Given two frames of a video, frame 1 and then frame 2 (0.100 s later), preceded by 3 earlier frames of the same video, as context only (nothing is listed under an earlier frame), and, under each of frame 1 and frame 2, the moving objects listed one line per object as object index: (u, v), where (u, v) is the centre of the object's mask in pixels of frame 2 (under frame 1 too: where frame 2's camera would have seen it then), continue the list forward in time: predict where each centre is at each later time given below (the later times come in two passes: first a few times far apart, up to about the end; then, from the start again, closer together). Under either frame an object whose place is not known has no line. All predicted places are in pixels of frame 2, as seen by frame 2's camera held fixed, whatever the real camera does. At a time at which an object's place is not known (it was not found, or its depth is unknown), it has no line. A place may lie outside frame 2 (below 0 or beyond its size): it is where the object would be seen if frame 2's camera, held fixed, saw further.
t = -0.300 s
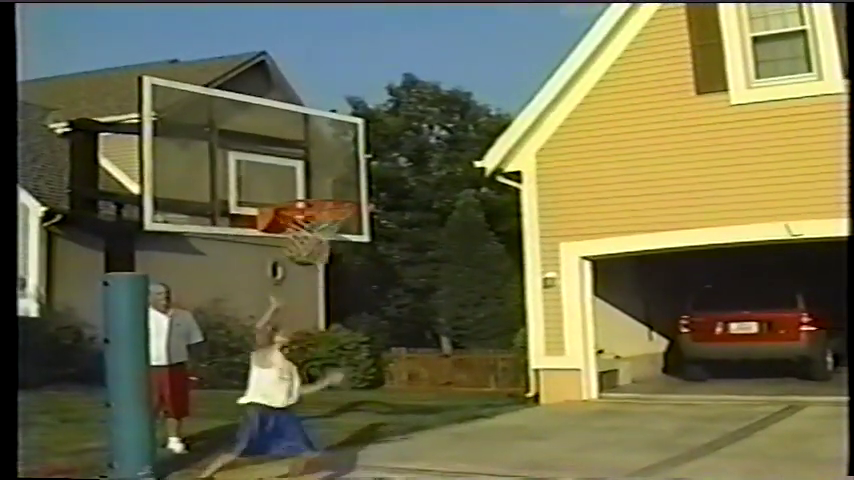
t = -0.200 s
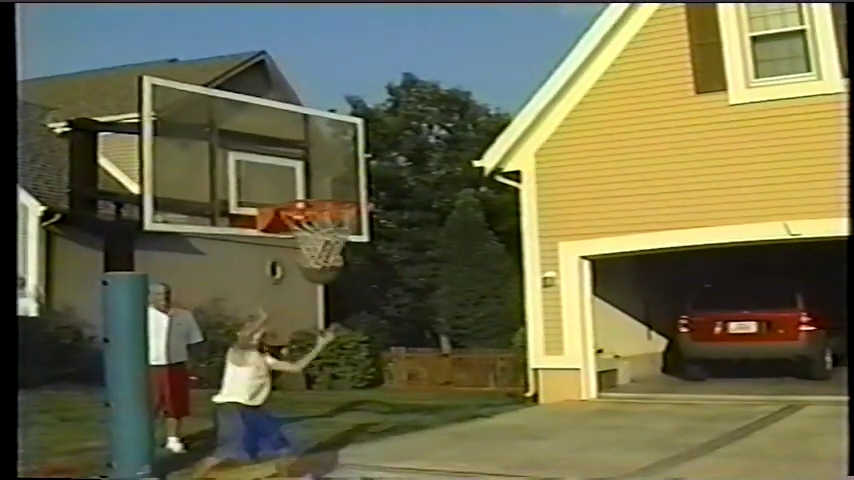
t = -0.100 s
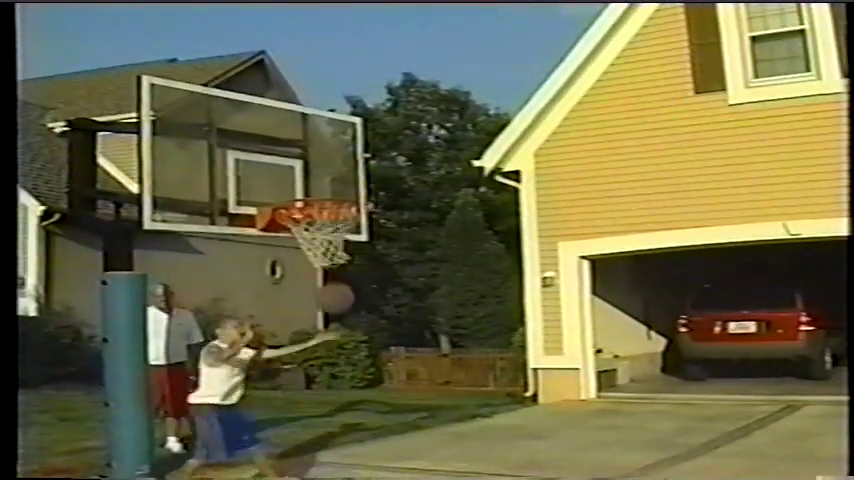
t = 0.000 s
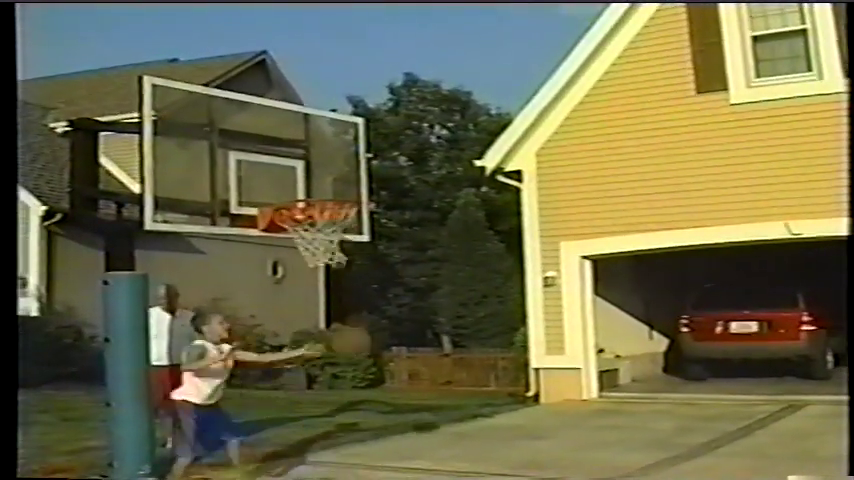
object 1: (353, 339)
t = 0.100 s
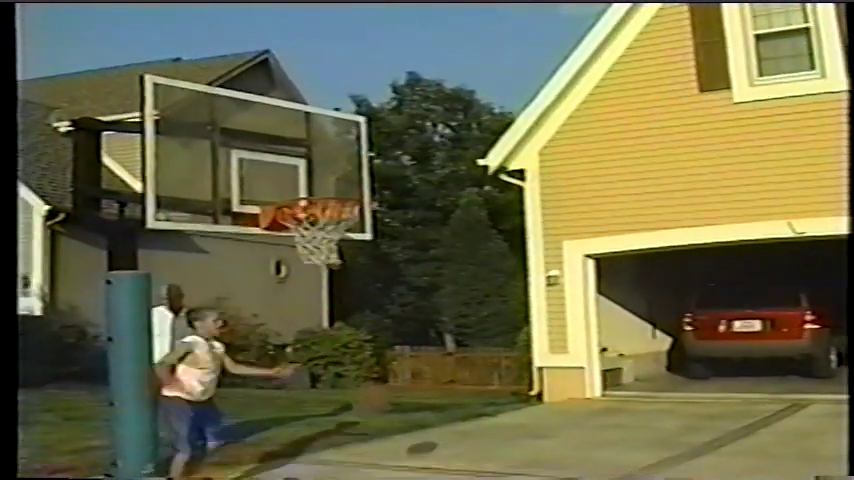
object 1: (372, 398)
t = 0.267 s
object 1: (395, 466)
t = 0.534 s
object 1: (410, 360)
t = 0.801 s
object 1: (434, 339)
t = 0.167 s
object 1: (383, 446)
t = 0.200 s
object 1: (388, 466)
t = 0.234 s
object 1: (403, 474)
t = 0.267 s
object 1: (395, 466)
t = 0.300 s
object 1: (397, 450)
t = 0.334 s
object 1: (399, 433)
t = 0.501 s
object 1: (411, 349)
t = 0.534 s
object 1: (410, 360)
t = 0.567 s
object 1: (414, 344)
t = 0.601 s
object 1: (417, 341)
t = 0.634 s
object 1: (419, 336)
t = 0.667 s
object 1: (423, 333)
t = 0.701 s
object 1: (425, 332)
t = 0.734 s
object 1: (429, 333)
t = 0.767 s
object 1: (432, 336)
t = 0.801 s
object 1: (434, 339)
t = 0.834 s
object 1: (437, 342)
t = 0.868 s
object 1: (442, 347)
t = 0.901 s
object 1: (445, 361)
